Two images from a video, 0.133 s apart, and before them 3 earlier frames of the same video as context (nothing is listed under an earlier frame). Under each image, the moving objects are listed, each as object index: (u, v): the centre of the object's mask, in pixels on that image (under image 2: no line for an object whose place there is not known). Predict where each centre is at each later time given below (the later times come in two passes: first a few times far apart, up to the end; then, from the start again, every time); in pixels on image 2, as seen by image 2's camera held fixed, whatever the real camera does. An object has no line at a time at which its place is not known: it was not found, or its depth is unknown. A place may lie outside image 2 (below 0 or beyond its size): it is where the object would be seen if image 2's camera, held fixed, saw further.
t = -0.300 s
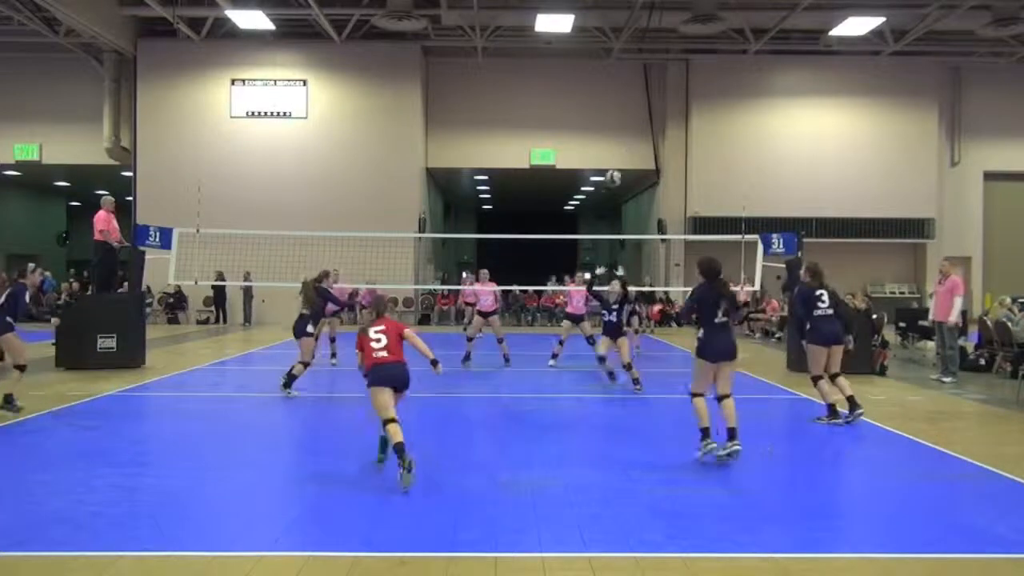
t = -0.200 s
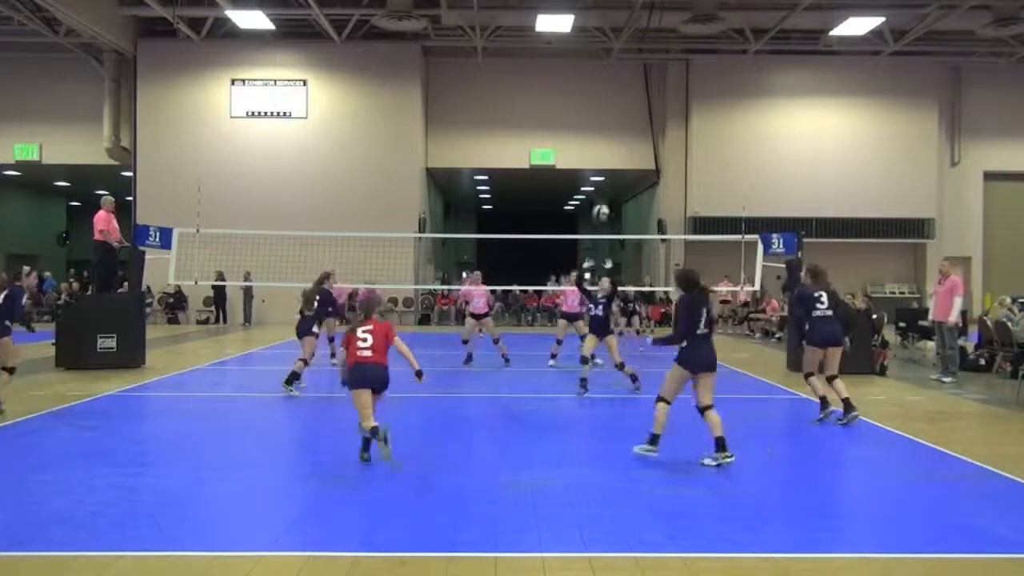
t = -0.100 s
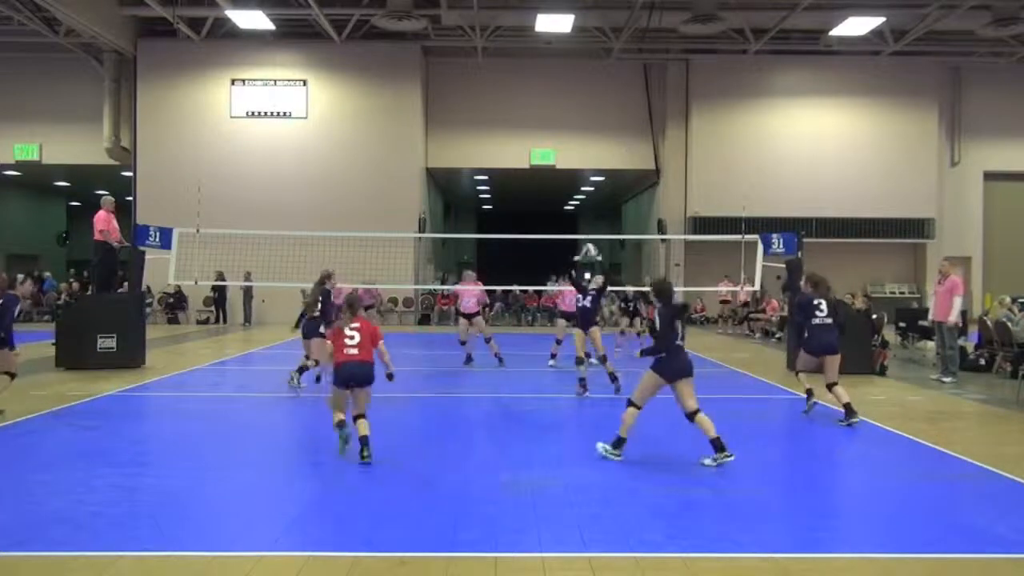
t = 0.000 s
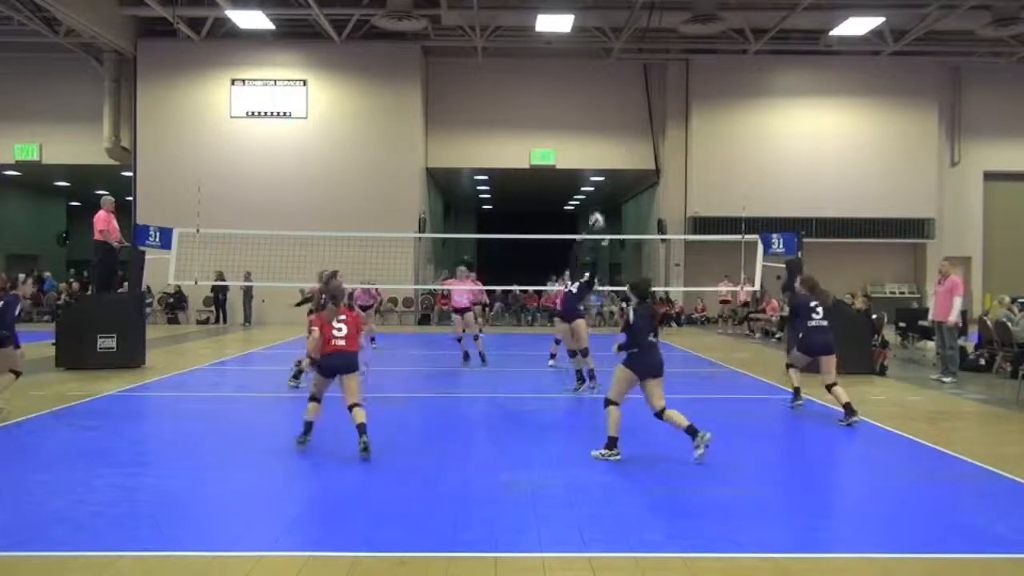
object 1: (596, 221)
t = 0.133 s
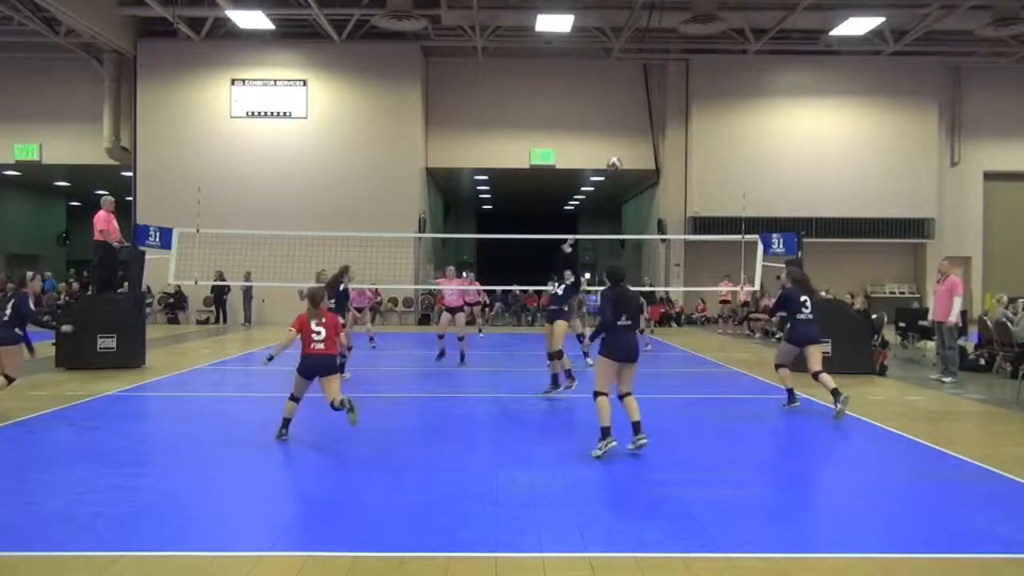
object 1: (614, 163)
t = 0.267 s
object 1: (629, 122)
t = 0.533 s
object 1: (658, 84)
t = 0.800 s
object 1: (685, 94)
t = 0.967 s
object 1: (698, 125)
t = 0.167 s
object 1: (619, 153)
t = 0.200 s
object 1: (621, 142)
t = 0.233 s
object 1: (626, 131)
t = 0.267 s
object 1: (629, 122)
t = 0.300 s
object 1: (633, 114)
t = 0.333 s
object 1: (638, 107)
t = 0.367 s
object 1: (640, 102)
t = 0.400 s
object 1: (644, 96)
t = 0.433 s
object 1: (648, 92)
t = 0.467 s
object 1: (651, 88)
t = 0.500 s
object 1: (655, 85)
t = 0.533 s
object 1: (658, 84)
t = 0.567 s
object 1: (663, 81)
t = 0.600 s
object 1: (665, 81)
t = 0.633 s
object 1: (668, 81)
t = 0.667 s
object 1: (672, 82)
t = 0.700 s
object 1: (675, 83)
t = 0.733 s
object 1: (678, 85)
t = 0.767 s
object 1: (681, 90)
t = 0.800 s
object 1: (685, 94)
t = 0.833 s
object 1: (686, 98)
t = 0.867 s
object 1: (689, 102)
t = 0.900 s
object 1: (693, 110)
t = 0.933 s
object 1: (697, 119)
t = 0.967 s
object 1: (698, 125)
